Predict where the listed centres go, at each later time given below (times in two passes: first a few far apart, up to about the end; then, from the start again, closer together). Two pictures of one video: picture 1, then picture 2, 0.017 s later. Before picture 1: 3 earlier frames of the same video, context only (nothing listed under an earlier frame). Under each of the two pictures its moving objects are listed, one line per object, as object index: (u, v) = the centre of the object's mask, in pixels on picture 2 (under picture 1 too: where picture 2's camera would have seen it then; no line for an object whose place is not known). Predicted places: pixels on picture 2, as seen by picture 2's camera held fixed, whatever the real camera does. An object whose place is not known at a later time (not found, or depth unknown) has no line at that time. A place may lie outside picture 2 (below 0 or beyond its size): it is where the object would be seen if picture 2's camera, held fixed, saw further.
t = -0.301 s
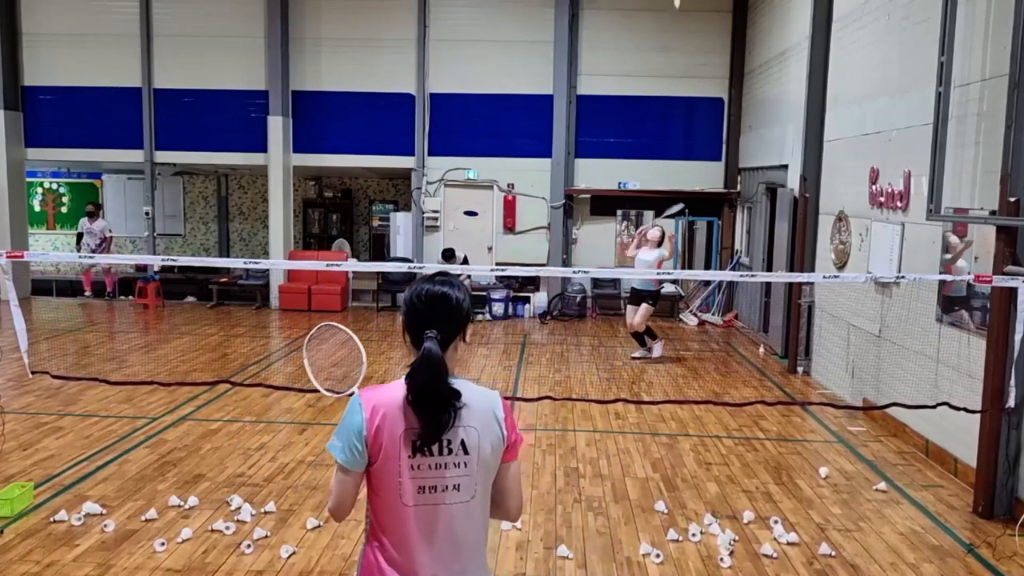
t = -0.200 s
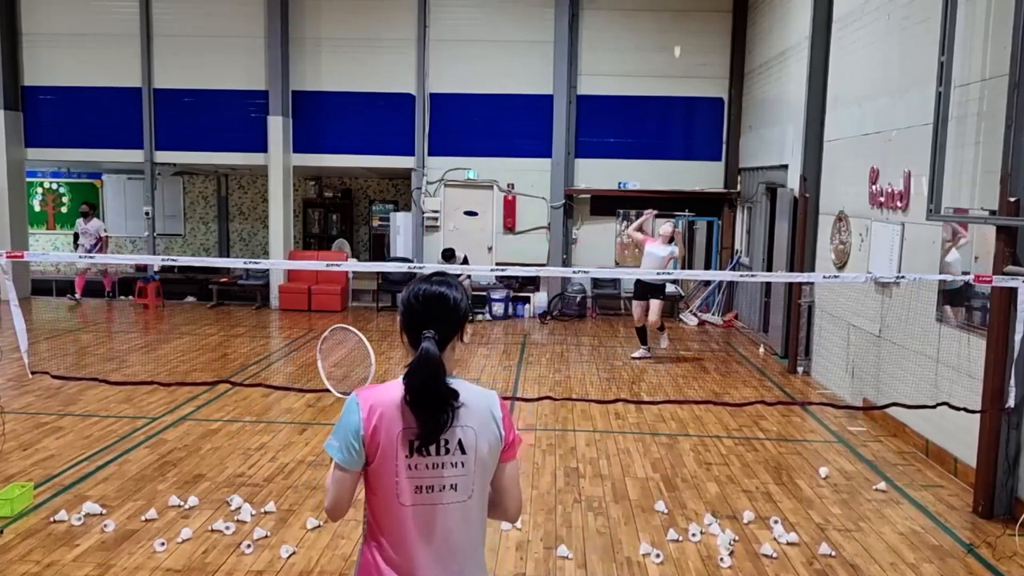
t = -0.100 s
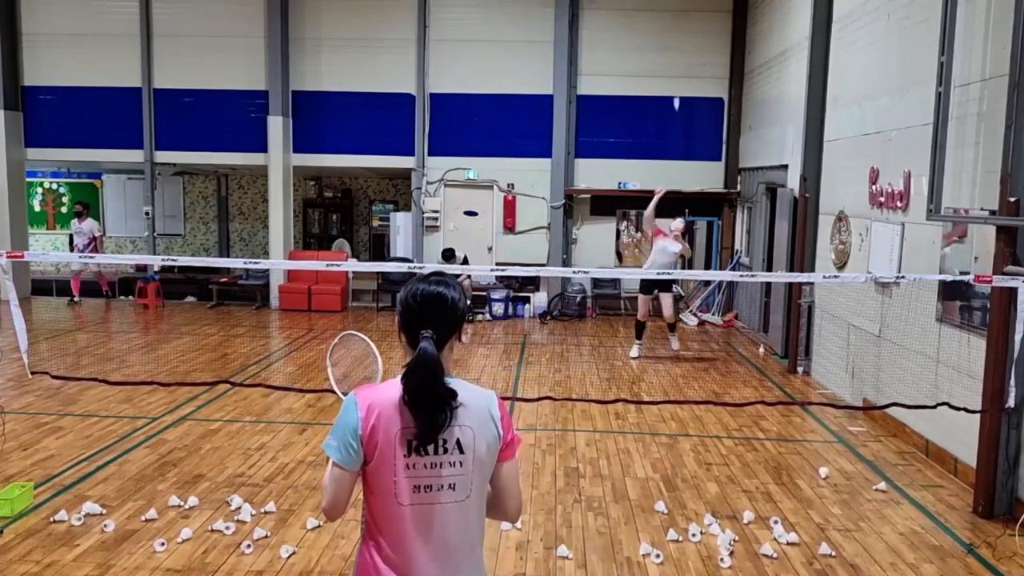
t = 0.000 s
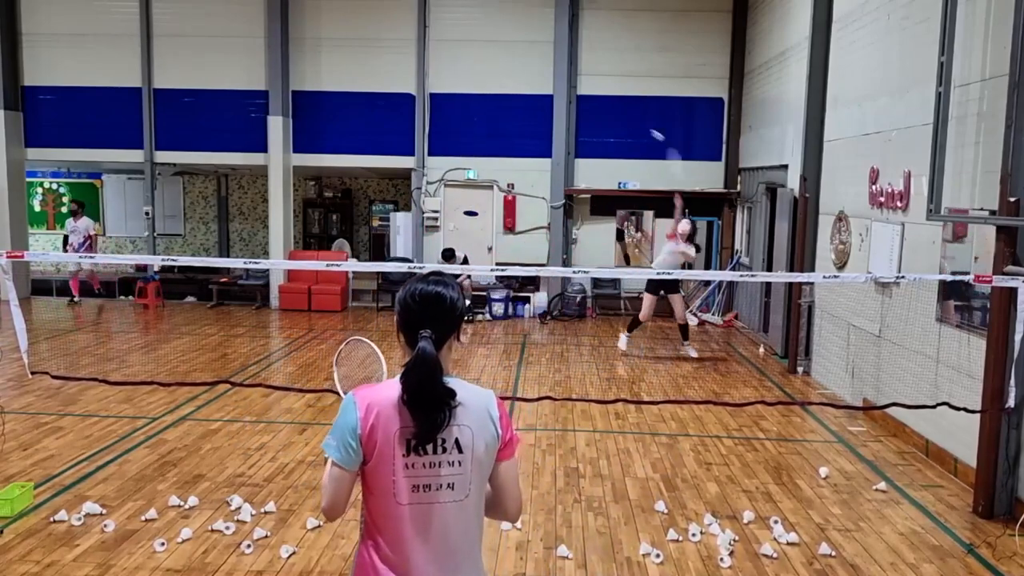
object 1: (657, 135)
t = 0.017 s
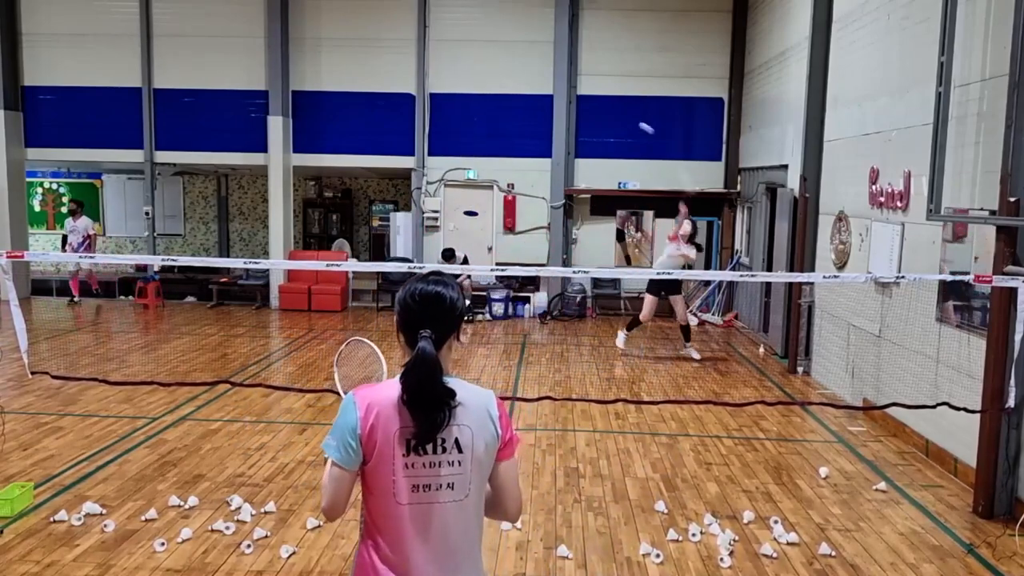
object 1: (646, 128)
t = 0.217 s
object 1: (515, 94)
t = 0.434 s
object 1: (348, 120)
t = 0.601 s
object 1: (190, 212)
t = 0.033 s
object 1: (635, 123)
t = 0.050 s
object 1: (624, 120)
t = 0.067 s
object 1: (614, 117)
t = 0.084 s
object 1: (603, 113)
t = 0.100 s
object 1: (593, 110)
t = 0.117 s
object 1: (582, 106)
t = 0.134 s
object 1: (571, 103)
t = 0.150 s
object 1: (560, 100)
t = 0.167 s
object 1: (548, 98)
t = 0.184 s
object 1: (537, 96)
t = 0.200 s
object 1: (527, 94)
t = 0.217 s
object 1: (515, 94)
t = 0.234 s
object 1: (504, 94)
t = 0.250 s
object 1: (491, 93)
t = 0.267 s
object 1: (480, 93)
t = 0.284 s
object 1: (467, 93)
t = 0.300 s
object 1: (455, 94)
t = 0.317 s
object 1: (442, 95)
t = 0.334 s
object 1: (430, 97)
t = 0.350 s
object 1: (416, 100)
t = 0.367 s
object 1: (403, 103)
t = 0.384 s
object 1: (390, 106)
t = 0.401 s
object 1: (375, 110)
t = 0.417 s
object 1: (362, 114)
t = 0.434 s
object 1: (348, 120)
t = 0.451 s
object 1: (333, 126)
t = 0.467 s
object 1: (319, 133)
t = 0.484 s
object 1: (304, 140)
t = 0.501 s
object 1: (290, 147)
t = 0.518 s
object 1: (272, 156)
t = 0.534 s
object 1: (255, 166)
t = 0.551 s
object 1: (240, 176)
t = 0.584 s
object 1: (208, 199)
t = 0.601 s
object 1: (190, 212)
